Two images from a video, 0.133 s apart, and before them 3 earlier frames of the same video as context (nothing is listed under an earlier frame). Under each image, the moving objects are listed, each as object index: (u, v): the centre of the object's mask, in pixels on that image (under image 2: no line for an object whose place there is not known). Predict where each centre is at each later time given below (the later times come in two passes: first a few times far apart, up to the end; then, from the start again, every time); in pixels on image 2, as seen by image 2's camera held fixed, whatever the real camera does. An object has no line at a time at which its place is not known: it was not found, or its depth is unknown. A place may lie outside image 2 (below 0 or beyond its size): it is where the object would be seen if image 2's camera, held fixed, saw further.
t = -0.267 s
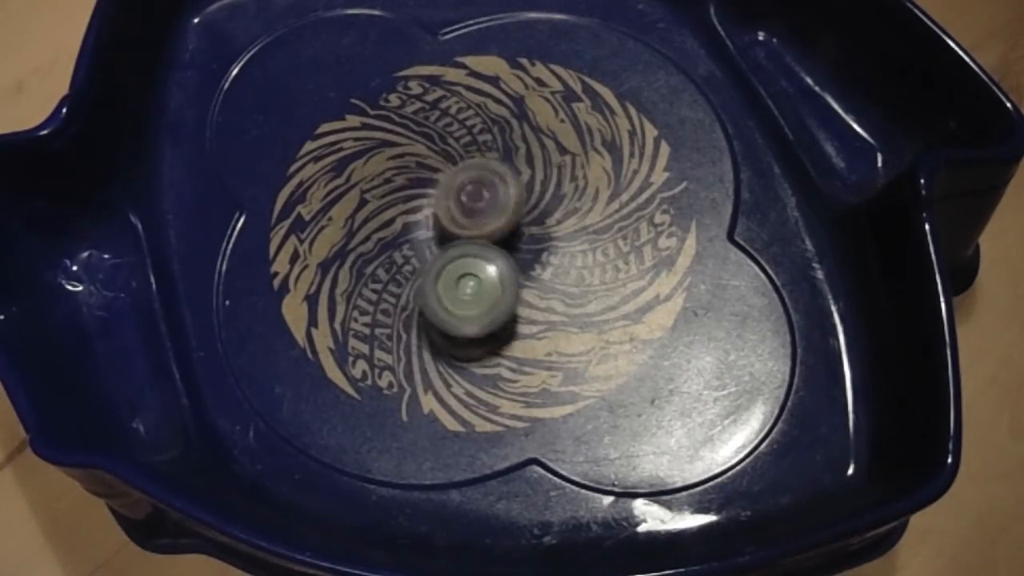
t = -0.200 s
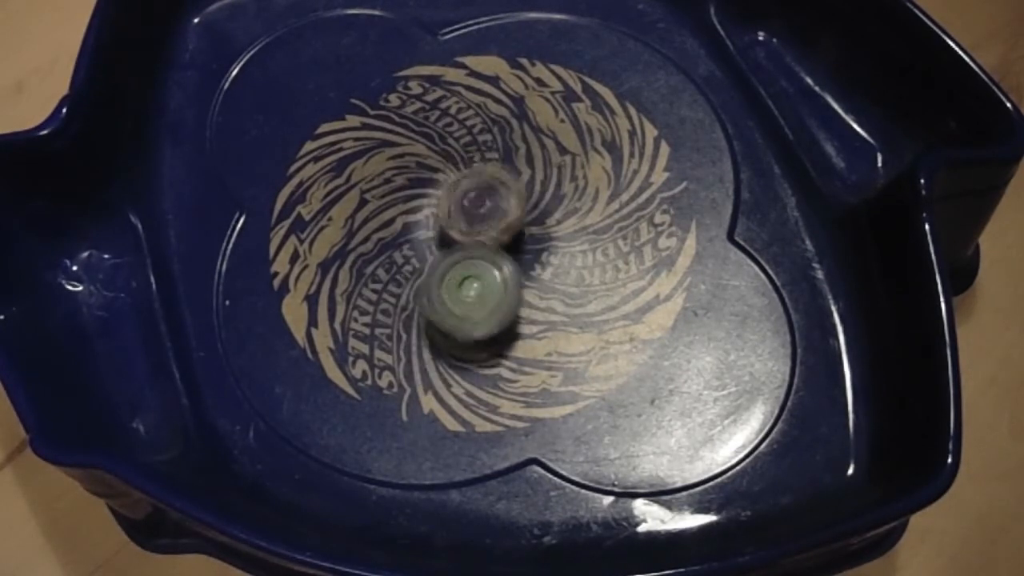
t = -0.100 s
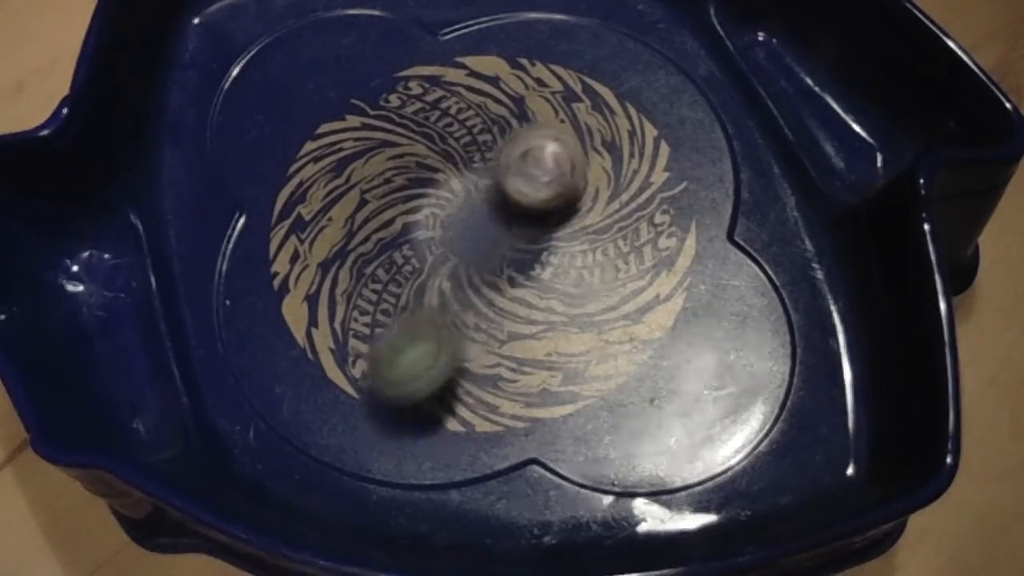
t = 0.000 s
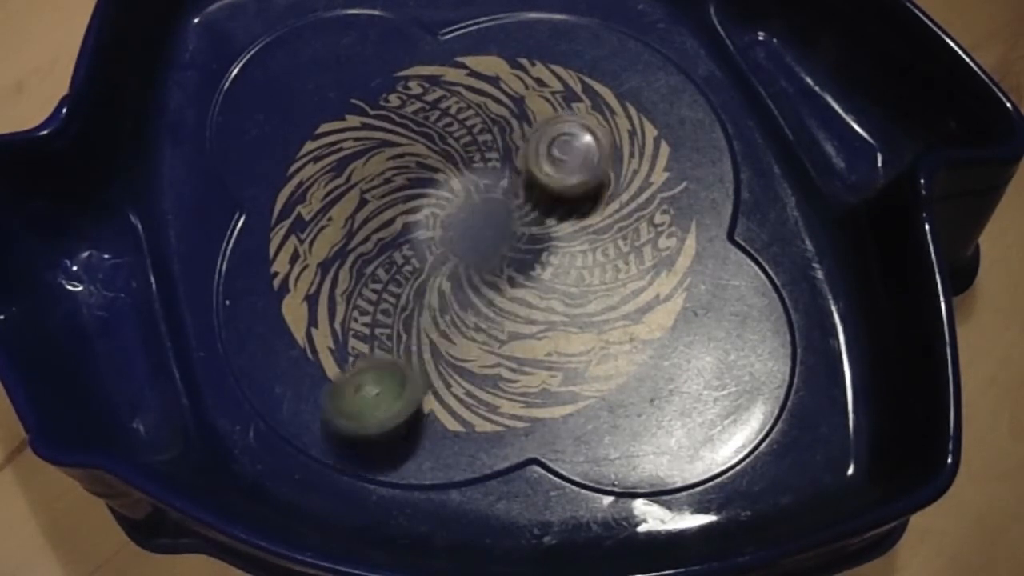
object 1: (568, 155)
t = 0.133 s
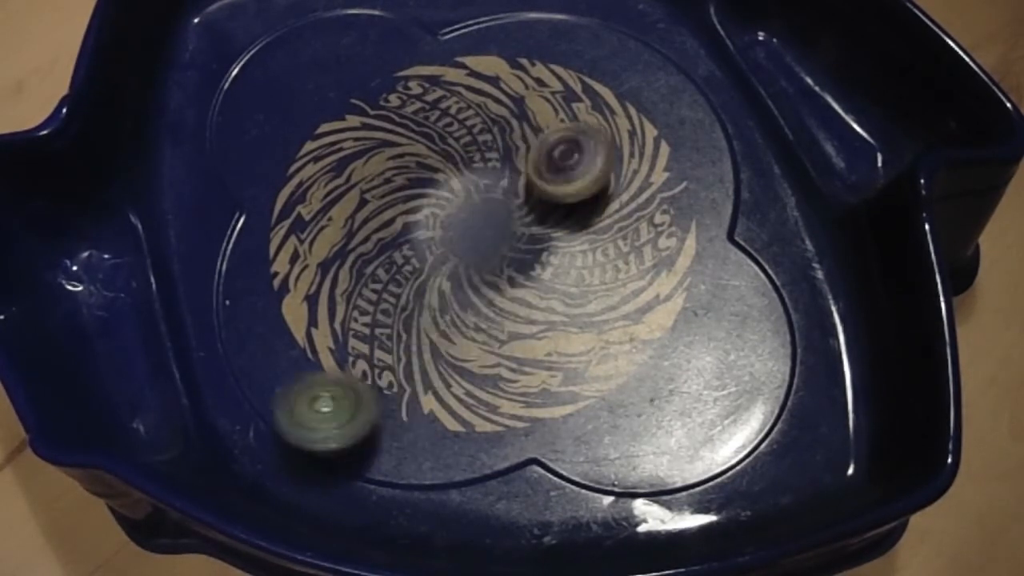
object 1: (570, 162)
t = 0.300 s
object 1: (557, 173)
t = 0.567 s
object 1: (529, 159)
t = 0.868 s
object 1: (531, 155)
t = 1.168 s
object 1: (518, 151)
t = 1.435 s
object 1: (513, 148)
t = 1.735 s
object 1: (510, 152)
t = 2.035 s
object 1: (502, 151)
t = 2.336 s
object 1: (489, 161)
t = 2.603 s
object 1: (474, 166)
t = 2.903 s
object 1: (464, 177)
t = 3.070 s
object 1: (466, 186)
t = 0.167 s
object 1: (570, 165)
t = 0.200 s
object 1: (568, 168)
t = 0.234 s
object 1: (564, 171)
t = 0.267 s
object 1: (561, 171)
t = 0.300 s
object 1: (557, 173)
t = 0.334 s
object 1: (554, 173)
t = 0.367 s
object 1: (550, 172)
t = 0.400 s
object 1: (544, 171)
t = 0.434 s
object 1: (541, 169)
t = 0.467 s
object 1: (535, 166)
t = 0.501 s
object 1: (532, 164)
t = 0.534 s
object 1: (530, 160)
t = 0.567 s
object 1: (529, 159)
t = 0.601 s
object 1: (529, 157)
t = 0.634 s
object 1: (531, 155)
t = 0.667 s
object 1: (531, 155)
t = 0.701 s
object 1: (532, 155)
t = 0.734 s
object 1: (532, 155)
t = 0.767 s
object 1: (533, 156)
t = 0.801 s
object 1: (533, 154)
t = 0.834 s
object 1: (532, 155)
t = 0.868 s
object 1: (531, 155)
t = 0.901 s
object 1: (531, 156)
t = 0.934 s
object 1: (531, 156)
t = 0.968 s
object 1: (530, 156)
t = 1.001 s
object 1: (528, 155)
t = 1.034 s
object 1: (524, 155)
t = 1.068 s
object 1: (521, 155)
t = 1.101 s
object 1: (519, 154)
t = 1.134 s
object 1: (518, 152)
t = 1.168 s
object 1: (518, 151)
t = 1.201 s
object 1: (520, 152)
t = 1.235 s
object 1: (519, 151)
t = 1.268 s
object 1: (518, 152)
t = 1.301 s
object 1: (515, 150)
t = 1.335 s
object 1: (515, 150)
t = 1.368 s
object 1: (514, 149)
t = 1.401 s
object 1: (513, 148)
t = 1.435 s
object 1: (513, 148)
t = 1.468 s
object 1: (512, 147)
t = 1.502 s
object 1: (513, 147)
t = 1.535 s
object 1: (513, 148)
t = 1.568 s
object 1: (511, 149)
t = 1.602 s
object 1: (510, 149)
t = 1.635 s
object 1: (509, 148)
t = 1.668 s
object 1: (509, 149)
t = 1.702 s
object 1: (510, 150)
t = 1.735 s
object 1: (510, 152)
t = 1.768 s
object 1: (509, 153)
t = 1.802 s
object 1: (506, 152)
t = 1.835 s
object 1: (504, 153)
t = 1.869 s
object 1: (503, 152)
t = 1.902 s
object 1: (503, 150)
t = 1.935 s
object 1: (504, 149)
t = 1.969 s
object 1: (504, 149)
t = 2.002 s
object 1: (503, 150)
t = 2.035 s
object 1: (502, 151)
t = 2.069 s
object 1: (501, 151)
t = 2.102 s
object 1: (500, 152)
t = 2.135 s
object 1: (499, 152)
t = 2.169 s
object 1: (501, 154)
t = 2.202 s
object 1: (500, 156)
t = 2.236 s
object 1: (498, 159)
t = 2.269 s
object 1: (493, 161)
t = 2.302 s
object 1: (490, 162)
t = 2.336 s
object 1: (489, 161)
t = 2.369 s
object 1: (489, 161)
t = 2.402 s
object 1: (488, 163)
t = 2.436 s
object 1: (486, 165)
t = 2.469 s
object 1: (482, 166)
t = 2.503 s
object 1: (479, 166)
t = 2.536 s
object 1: (477, 166)
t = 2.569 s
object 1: (475, 166)
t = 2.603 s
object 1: (474, 166)
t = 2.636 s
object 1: (474, 166)
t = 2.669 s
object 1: (477, 170)
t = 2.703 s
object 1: (477, 173)
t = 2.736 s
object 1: (472, 171)
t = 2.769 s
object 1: (474, 175)
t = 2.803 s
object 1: (474, 177)
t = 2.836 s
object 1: (466, 175)
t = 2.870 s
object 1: (473, 179)
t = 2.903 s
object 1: (464, 177)
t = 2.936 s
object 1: (472, 182)
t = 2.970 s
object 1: (470, 183)
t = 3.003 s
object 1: (469, 185)
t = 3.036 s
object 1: (465, 186)
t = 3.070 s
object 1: (466, 186)
